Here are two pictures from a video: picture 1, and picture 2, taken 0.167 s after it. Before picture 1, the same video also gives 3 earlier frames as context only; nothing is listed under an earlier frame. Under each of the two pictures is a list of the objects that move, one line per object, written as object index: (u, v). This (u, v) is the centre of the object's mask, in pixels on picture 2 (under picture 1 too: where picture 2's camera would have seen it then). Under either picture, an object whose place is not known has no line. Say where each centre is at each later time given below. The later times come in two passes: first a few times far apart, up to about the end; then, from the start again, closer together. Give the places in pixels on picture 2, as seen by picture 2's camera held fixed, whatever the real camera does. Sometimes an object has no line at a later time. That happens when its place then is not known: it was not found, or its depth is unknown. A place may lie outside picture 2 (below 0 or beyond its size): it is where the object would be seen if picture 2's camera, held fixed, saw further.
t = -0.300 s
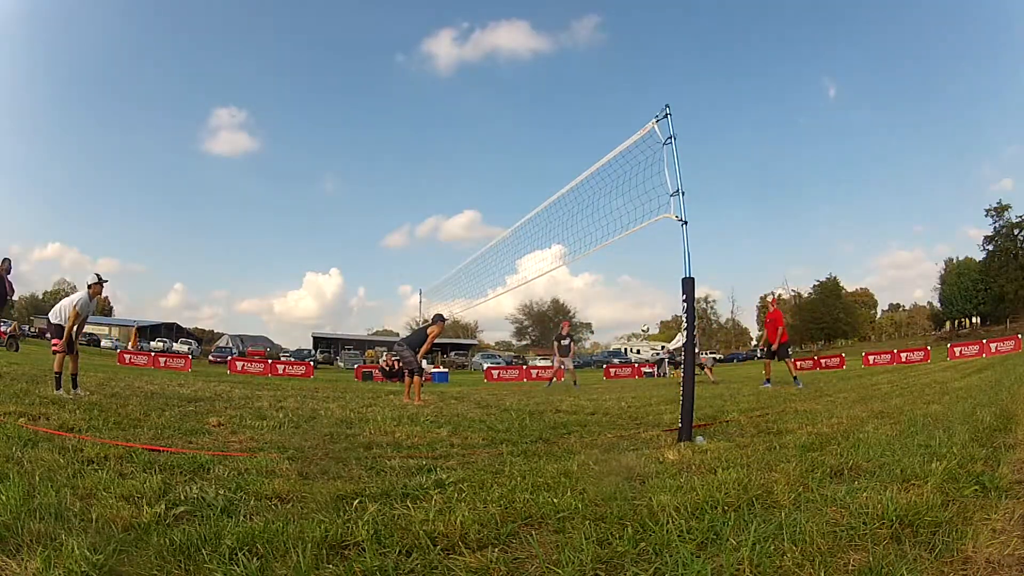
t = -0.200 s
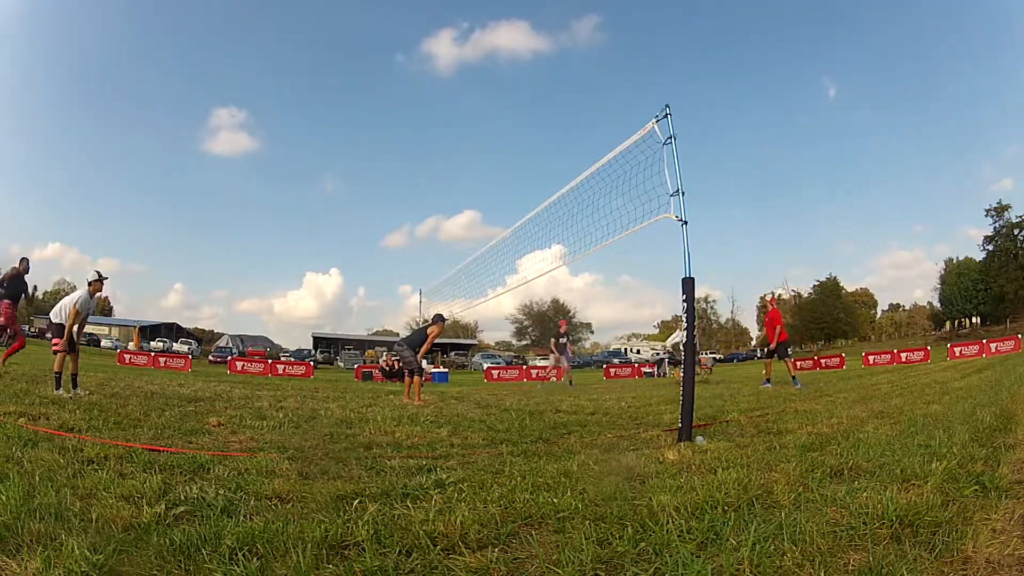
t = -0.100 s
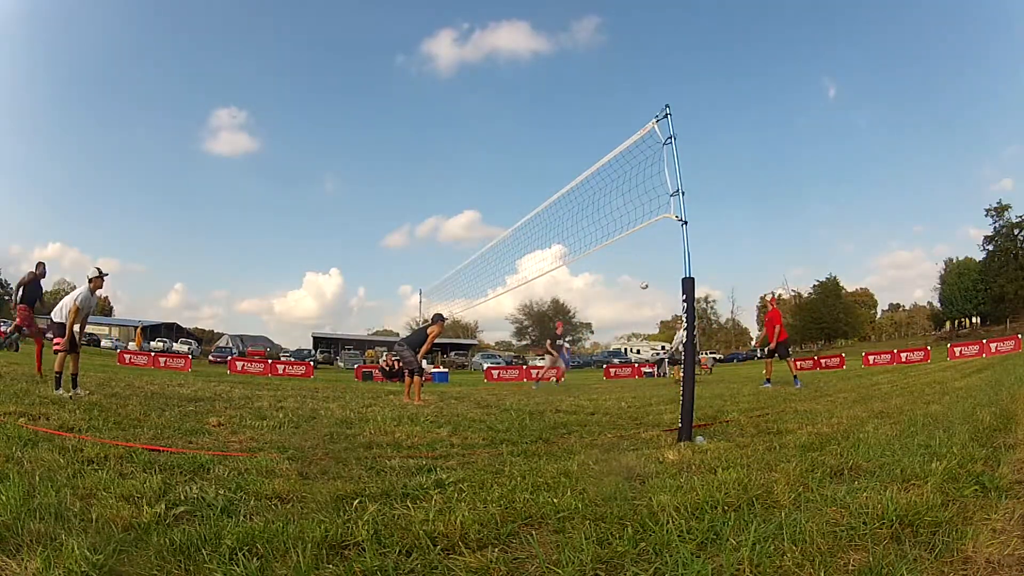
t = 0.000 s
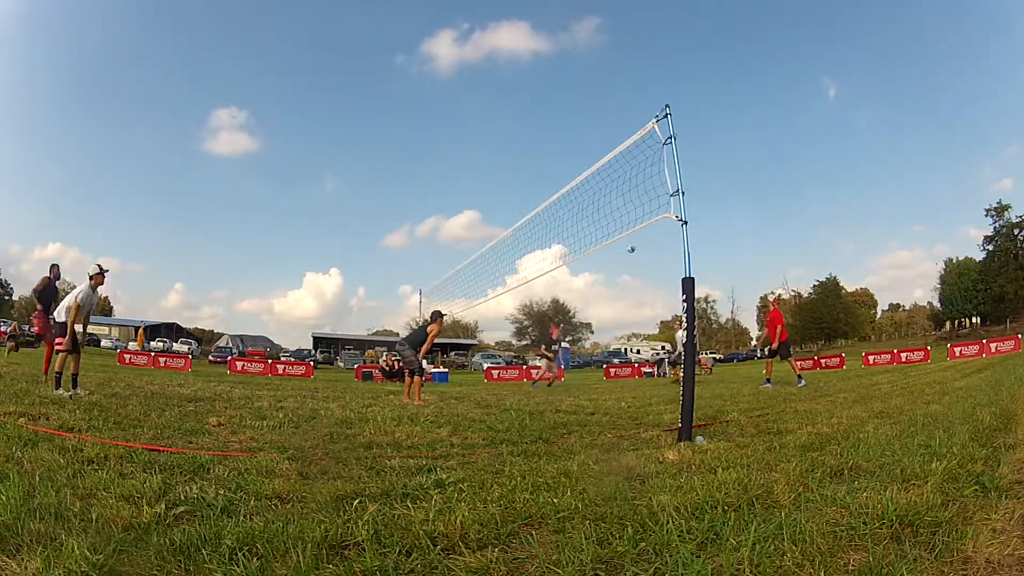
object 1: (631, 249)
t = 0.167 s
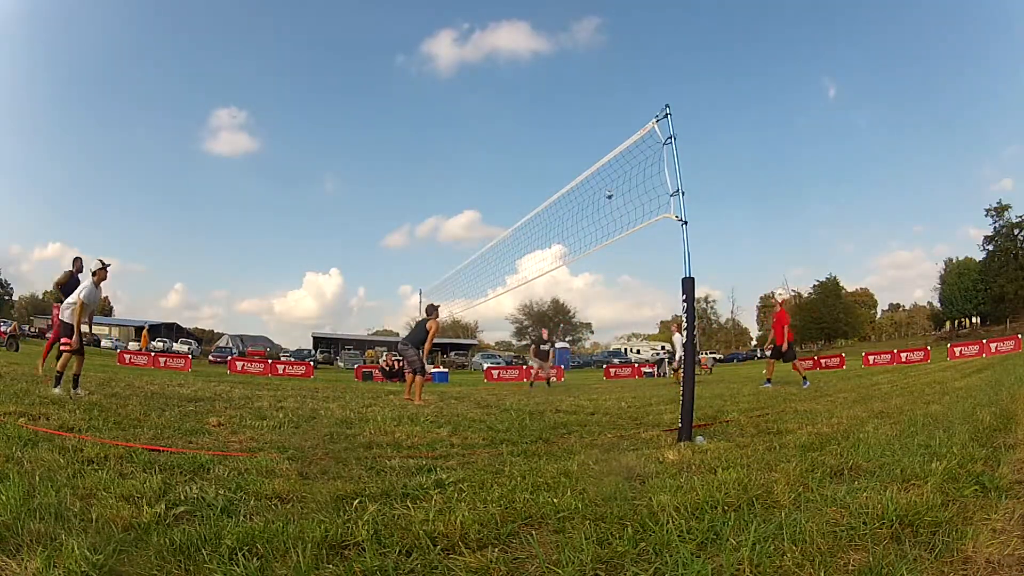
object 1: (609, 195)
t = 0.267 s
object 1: (596, 168)
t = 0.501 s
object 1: (565, 116)
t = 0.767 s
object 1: (528, 82)
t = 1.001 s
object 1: (493, 73)
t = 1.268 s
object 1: (448, 88)
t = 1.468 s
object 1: (404, 126)
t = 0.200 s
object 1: (604, 186)
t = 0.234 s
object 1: (600, 176)
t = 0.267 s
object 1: (596, 168)
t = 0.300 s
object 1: (592, 158)
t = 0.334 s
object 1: (586, 151)
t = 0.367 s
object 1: (582, 143)
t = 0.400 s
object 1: (578, 136)
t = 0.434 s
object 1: (574, 129)
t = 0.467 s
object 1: (569, 123)
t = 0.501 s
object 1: (565, 116)
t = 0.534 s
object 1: (560, 111)
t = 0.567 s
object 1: (556, 106)
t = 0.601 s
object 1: (551, 100)
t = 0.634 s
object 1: (547, 96)
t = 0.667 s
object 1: (542, 92)
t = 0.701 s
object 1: (538, 88)
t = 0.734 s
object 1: (533, 85)
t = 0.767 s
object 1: (528, 82)
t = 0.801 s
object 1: (524, 80)
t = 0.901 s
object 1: (509, 74)
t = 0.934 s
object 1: (504, 73)
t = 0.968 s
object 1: (499, 72)
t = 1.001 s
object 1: (493, 73)
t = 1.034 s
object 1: (488, 72)
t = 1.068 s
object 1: (483, 73)
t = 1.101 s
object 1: (478, 74)
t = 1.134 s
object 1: (472, 76)
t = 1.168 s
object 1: (465, 78)
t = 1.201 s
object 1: (460, 81)
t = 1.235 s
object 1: (454, 84)
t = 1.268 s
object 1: (448, 88)
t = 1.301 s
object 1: (441, 93)
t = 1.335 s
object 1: (434, 98)
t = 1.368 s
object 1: (426, 104)
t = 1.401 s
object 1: (419, 110)
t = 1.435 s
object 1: (412, 117)
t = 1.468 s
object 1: (404, 126)
